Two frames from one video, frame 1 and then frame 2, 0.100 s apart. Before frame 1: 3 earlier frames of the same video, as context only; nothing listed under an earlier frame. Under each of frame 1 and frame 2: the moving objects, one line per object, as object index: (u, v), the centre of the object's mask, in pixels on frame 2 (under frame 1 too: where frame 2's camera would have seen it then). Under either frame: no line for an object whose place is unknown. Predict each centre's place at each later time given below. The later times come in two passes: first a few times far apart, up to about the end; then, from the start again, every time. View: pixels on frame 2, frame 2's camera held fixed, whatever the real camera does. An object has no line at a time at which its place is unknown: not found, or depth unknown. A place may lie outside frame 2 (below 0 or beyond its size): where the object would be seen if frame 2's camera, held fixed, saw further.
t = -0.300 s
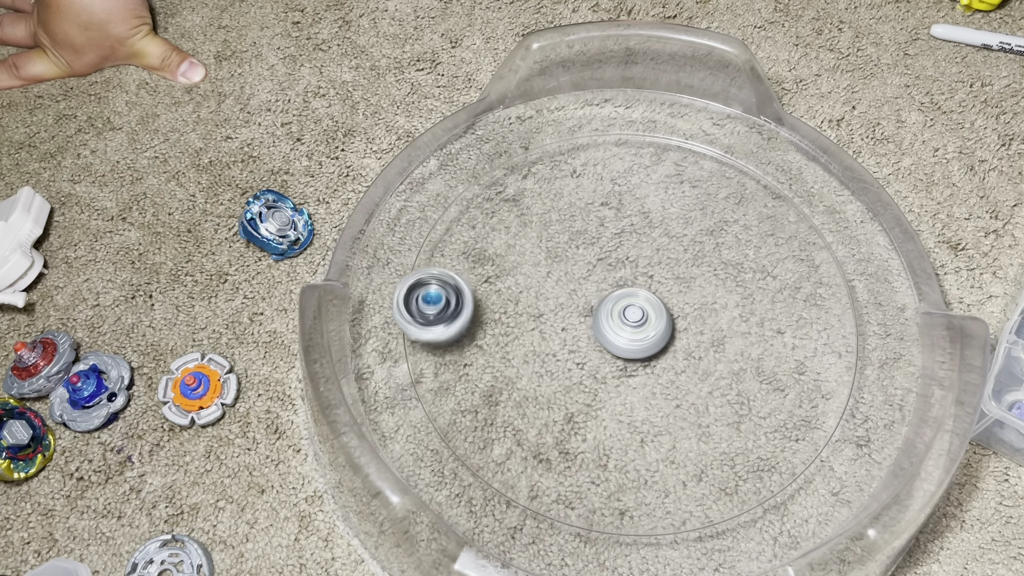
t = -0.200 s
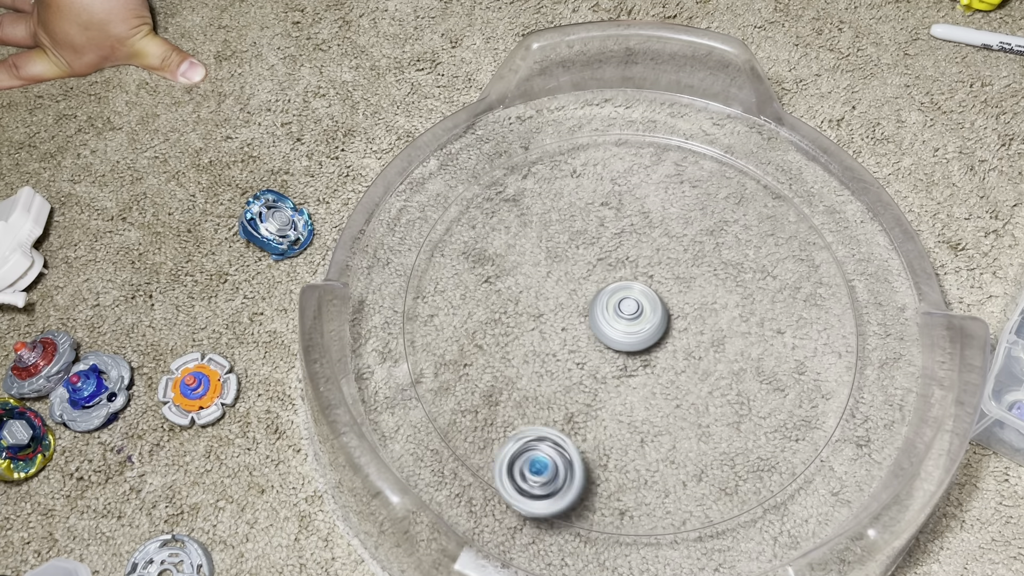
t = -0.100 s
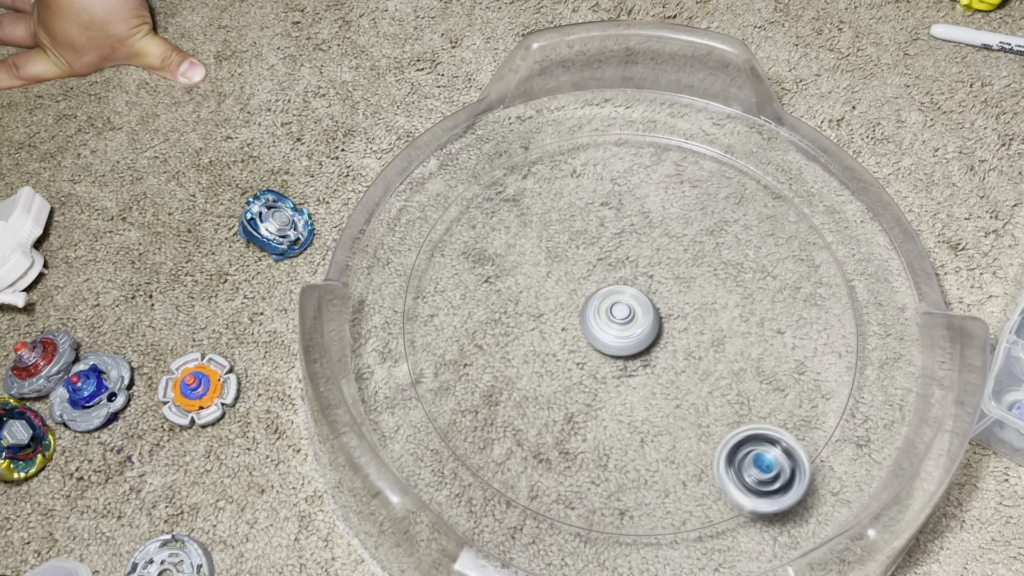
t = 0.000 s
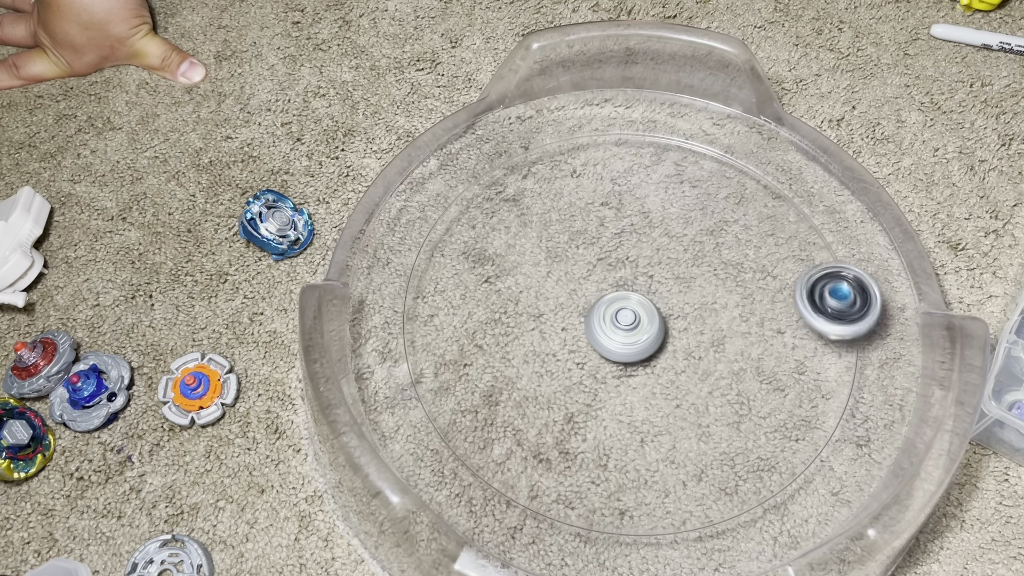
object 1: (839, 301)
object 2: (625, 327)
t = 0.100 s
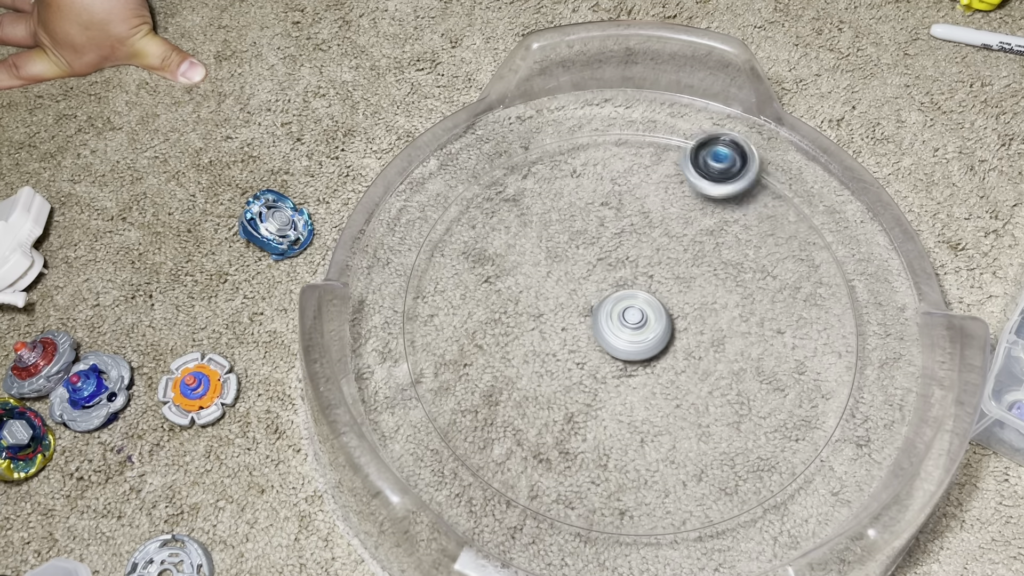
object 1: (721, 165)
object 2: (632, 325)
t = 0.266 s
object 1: (455, 249)
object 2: (626, 315)
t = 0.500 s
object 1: (759, 463)
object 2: (629, 328)
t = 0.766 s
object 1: (582, 158)
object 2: (623, 315)
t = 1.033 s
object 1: (643, 485)
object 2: (635, 324)
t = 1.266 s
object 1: (723, 183)
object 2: (620, 320)
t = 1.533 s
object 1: (507, 419)
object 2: (635, 322)
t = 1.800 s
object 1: (754, 216)
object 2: (621, 326)
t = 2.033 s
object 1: (476, 344)
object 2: (635, 320)
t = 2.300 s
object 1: (773, 265)
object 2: (621, 326)
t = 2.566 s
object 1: (502, 379)
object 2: (634, 316)
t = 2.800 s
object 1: (760, 272)
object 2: (620, 326)
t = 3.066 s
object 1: (512, 387)
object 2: (635, 317)
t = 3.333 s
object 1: (711, 221)
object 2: (622, 328)
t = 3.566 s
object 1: (524, 394)
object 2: (637, 319)
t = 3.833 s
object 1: (710, 219)
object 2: (619, 326)
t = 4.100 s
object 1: (573, 431)
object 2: (636, 321)
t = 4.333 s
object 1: (715, 224)
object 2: (618, 321)
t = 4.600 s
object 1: (555, 423)
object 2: (635, 324)
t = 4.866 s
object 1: (688, 208)
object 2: (619, 319)
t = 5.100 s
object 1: (524, 398)
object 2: (633, 327)
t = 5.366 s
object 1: (726, 227)
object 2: (623, 315)
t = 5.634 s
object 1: (530, 399)
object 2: (632, 328)
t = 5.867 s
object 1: (762, 267)
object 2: (627, 315)
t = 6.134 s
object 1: (495, 338)
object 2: (626, 328)
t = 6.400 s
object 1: (768, 290)
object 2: (630, 316)
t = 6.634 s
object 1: (497, 279)
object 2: (623, 326)
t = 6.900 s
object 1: (768, 351)
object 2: (633, 319)
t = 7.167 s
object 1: (508, 260)
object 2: (622, 325)
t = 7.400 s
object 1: (730, 409)
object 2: (634, 323)
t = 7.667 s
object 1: (558, 216)
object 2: (620, 319)
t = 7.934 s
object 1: (706, 424)
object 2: (632, 326)
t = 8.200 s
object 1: (579, 209)
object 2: (624, 316)
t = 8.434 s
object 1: (624, 436)
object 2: (626, 326)
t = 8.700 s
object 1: (650, 203)
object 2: (630, 318)
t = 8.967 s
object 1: (594, 426)
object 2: (624, 325)
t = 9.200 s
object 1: (720, 235)
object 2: (634, 320)
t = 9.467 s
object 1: (528, 380)
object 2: (621, 323)
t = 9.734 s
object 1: (737, 258)
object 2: (634, 324)
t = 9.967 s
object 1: (505, 312)
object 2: (622, 316)
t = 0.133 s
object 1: (659, 148)
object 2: (633, 323)
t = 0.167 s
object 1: (596, 148)
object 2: (633, 320)
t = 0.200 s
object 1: (538, 167)
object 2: (631, 318)
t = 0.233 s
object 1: (490, 201)
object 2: (629, 316)
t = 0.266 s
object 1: (455, 249)
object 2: (626, 315)
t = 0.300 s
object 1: (441, 307)
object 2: (622, 315)
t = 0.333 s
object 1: (450, 369)
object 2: (619, 318)
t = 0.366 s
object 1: (485, 424)
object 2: (619, 321)
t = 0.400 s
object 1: (543, 469)
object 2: (621, 324)
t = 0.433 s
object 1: (616, 493)
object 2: (623, 326)
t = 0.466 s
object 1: (692, 492)
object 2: (626, 327)
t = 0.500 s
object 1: (759, 463)
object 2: (629, 328)
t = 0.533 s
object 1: (806, 416)
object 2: (632, 326)
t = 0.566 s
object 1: (830, 357)
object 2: (633, 324)
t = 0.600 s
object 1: (826, 298)
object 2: (635, 322)
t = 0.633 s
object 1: (800, 243)
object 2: (634, 320)
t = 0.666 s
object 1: (758, 198)
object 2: (632, 317)
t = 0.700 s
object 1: (703, 169)
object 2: (630, 315)
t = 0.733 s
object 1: (642, 154)
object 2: (627, 315)
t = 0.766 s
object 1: (582, 158)
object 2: (623, 315)
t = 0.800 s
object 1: (527, 180)
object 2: (620, 318)
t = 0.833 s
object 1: (482, 218)
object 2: (620, 321)
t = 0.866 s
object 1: (454, 267)
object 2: (622, 324)
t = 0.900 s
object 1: (446, 325)
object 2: (624, 326)
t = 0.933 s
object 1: (464, 384)
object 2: (627, 328)
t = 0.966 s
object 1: (507, 435)
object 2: (629, 327)
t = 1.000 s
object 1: (570, 471)
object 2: (633, 326)
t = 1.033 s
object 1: (643, 485)
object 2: (635, 324)
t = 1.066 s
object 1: (715, 472)
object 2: (635, 322)
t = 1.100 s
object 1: (772, 436)
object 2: (634, 319)
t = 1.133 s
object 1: (807, 385)
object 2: (632, 317)
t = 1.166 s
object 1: (819, 325)
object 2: (629, 316)
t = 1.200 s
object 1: (804, 269)
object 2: (626, 315)
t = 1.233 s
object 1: (771, 219)
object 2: (622, 316)
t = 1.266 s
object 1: (723, 183)
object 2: (620, 320)
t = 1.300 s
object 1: (664, 162)
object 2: (621, 323)
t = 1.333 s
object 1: (604, 160)
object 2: (623, 326)
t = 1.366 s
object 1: (548, 176)
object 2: (625, 328)
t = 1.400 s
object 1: (500, 207)
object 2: (627, 329)
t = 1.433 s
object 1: (469, 253)
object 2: (630, 328)
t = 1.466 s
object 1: (456, 309)
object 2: (633, 327)
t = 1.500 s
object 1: (469, 366)
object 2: (635, 325)
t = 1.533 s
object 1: (507, 419)
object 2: (635, 322)
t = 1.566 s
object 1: (567, 457)
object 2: (634, 320)
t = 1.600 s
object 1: (637, 472)
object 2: (632, 317)
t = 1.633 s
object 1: (707, 460)
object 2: (629, 316)
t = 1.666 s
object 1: (764, 426)
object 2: (625, 315)
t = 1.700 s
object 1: (798, 375)
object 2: (621, 316)
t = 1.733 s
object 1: (807, 318)
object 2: (619, 320)
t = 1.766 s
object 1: (791, 262)
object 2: (620, 323)
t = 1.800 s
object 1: (754, 216)
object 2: (621, 326)
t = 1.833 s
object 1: (705, 185)
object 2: (623, 328)
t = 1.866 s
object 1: (645, 171)
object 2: (626, 329)
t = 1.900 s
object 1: (587, 174)
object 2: (629, 329)
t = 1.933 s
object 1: (535, 197)
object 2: (633, 328)
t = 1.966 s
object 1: (495, 237)
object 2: (635, 326)
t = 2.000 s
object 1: (474, 287)
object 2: (635, 323)
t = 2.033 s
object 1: (476, 344)
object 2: (635, 320)
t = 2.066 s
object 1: (505, 399)
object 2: (633, 317)
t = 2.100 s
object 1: (558, 439)
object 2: (630, 315)
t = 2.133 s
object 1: (625, 460)
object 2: (626, 314)
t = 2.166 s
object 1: (693, 453)
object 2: (622, 315)
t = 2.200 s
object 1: (749, 422)
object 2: (619, 317)
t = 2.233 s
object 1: (783, 374)
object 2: (618, 320)
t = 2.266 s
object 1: (791, 318)
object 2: (619, 324)
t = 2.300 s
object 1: (773, 265)
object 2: (621, 326)
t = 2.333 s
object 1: (734, 222)
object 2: (623, 328)
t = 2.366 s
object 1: (683, 196)
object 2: (627, 329)
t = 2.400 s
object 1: (626, 187)
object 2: (630, 329)
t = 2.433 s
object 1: (570, 199)
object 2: (633, 328)
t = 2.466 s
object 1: (523, 227)
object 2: (635, 325)
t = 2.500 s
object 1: (492, 272)
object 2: (635, 322)
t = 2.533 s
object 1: (485, 325)
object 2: (635, 319)
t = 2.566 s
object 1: (502, 379)
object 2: (634, 316)
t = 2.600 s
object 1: (545, 424)
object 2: (631, 315)
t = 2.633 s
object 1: (608, 449)
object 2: (627, 314)
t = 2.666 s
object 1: (675, 449)
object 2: (623, 314)
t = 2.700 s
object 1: (732, 422)
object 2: (619, 316)
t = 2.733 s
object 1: (767, 377)
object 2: (618, 320)
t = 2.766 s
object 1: (777, 324)
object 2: (619, 323)
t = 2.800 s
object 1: (760, 272)
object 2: (620, 326)
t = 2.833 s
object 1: (724, 231)
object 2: (623, 328)
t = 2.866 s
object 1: (674, 204)
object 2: (626, 329)
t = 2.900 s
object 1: (618, 197)
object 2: (630, 330)
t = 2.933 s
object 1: (563, 208)
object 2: (634, 328)
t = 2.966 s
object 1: (519, 238)
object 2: (636, 326)
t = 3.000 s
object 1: (492, 283)
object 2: (637, 323)
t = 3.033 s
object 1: (489, 335)
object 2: (637, 320)
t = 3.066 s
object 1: (512, 387)
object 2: (635, 317)
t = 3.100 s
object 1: (560, 427)
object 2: (633, 315)
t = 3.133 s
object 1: (624, 447)
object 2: (629, 313)
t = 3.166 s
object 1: (687, 440)
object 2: (625, 313)
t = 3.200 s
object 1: (740, 409)
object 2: (621, 315)
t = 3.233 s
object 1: (769, 361)
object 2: (618, 318)
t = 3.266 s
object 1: (772, 308)
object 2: (618, 322)
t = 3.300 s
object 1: (751, 258)
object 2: (620, 325)
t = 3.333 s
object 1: (711, 221)
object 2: (622, 328)
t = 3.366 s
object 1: (660, 200)
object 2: (625, 330)
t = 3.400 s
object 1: (605, 197)
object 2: (629, 331)
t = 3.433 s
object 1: (552, 213)
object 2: (632, 330)
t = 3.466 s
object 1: (514, 246)
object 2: (635, 328)
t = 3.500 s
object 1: (494, 292)
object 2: (637, 326)
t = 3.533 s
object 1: (496, 344)
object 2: (638, 323)
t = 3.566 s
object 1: (524, 394)
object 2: (637, 319)
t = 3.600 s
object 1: (574, 429)
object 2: (635, 317)
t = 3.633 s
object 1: (638, 445)
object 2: (632, 315)
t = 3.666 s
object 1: (699, 433)
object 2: (628, 313)
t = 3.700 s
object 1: (748, 400)
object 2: (624, 313)
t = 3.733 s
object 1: (774, 353)
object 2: (620, 315)
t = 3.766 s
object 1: (773, 300)
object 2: (618, 319)
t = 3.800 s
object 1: (750, 254)
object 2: (618, 323)
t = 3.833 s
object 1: (710, 219)
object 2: (619, 326)
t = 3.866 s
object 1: (659, 199)
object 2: (621, 328)
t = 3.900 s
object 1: (604, 197)
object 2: (624, 330)
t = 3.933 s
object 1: (553, 215)
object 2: (628, 331)
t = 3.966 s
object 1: (515, 248)
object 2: (631, 330)
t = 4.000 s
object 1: (496, 294)
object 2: (634, 329)
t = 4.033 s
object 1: (498, 345)
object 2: (636, 327)
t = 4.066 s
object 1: (526, 395)
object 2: (637, 324)
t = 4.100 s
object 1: (573, 431)
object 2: (636, 321)
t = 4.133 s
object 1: (636, 446)
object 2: (635, 318)
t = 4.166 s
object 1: (698, 437)
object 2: (632, 315)
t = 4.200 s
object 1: (746, 405)
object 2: (629, 314)
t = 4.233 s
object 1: (773, 359)
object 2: (625, 313)
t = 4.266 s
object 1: (774, 308)
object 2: (621, 314)
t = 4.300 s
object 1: (753, 261)
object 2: (618, 317)
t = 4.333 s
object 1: (715, 224)
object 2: (618, 321)
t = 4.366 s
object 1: (665, 203)
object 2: (619, 324)
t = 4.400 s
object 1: (612, 198)
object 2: (620, 326)
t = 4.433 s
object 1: (560, 211)
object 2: (623, 328)
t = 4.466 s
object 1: (520, 242)
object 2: (625, 329)
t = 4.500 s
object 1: (496, 284)
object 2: (629, 329)
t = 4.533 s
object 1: (492, 334)
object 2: (632, 328)
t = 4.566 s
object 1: (512, 383)
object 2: (634, 326)
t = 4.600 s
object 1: (555, 423)
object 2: (635, 324)
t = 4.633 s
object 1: (613, 445)
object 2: (635, 322)
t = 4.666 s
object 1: (676, 444)
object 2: (634, 319)
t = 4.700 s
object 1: (729, 419)
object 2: (633, 317)
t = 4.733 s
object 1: (763, 377)
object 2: (630, 315)
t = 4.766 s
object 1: (775, 327)
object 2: (627, 314)
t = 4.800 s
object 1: (763, 279)
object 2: (623, 314)
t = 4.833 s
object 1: (733, 236)
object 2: (620, 316)
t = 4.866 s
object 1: (688, 208)
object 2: (619, 319)
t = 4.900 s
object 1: (636, 194)
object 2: (619, 322)
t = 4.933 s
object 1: (584, 199)
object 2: (621, 325)
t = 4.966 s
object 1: (538, 221)
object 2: (623, 327)
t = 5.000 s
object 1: (504, 256)
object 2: (625, 328)
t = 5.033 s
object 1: (489, 301)
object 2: (628, 329)
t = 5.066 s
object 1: (494, 352)
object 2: (631, 328)
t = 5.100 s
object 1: (524, 398)
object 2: (633, 327)
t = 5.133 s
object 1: (572, 431)
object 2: (635, 325)
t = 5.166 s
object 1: (634, 444)
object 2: (635, 322)
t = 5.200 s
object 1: (692, 436)
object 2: (635, 320)
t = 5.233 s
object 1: (742, 405)
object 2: (634, 318)
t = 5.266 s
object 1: (769, 363)
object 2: (632, 316)
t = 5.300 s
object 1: (775, 312)
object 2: (629, 315)
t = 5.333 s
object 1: (759, 265)
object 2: (626, 315)
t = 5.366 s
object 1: (726, 227)
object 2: (623, 315)
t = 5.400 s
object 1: (680, 202)
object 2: (620, 318)
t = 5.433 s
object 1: (629, 192)
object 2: (620, 321)
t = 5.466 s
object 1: (577, 199)
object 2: (621, 324)
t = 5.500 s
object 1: (534, 223)
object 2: (622, 326)
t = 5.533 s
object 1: (504, 260)
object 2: (624, 328)
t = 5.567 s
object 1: (491, 306)
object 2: (626, 328)
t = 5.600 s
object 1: (499, 356)
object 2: (629, 328)
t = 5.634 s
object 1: (530, 399)
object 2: (632, 328)
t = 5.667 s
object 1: (578, 431)
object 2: (634, 326)
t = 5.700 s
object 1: (637, 445)
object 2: (635, 324)
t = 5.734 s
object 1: (696, 435)
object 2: (635, 322)
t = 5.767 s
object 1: (744, 405)
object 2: (634, 320)
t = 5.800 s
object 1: (771, 364)
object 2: (633, 318)
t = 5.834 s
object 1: (777, 313)
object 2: (630, 316)
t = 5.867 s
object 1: (762, 267)
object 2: (627, 315)
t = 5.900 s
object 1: (728, 229)
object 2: (624, 315)
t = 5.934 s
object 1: (684, 205)
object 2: (621, 317)
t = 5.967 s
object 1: (633, 195)
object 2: (620, 320)
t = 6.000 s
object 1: (583, 201)
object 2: (620, 323)
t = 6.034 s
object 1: (549, 216)
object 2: (621, 324)
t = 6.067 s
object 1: (515, 248)
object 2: (622, 326)
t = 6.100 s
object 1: (495, 291)
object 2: (624, 327)
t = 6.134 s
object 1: (495, 338)
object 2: (626, 328)
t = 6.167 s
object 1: (516, 385)
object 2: (629, 328)
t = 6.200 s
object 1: (558, 422)
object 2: (631, 327)
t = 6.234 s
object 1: (612, 443)
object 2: (633, 326)
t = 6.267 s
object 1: (671, 442)
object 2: (634, 324)
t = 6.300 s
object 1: (724, 420)
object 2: (634, 322)
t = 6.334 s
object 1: (760, 383)
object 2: (634, 320)
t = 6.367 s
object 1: (775, 337)
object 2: (632, 317)
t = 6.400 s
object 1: (768, 290)
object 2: (630, 316)
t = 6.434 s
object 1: (742, 248)
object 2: (626, 315)
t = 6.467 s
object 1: (702, 216)
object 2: (623, 315)
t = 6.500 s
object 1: (655, 199)
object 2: (621, 317)
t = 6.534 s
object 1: (605, 197)
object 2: (620, 319)
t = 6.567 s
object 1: (559, 211)
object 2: (620, 322)
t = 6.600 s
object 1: (520, 239)
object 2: (621, 324)
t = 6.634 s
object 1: (497, 279)
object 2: (623, 326)
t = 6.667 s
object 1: (491, 325)
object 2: (625, 327)
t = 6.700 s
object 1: (507, 371)
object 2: (627, 328)
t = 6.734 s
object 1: (543, 410)
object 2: (629, 327)
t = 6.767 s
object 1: (594, 436)
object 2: (632, 326)
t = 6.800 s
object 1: (651, 442)
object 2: (633, 325)
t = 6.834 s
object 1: (705, 427)
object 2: (634, 323)
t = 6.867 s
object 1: (746, 394)
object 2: (634, 321)
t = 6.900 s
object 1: (768, 351)
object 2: (633, 319)
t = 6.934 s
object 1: (769, 303)
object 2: (632, 317)
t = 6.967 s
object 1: (751, 260)
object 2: (629, 315)
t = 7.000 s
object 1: (717, 225)
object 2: (626, 315)
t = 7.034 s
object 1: (674, 203)
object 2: (624, 315)
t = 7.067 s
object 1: (624, 195)
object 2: (621, 317)
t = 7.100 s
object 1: (577, 202)
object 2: (620, 320)
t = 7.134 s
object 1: (536, 225)
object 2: (620, 322)
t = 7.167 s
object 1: (508, 260)
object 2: (622, 325)
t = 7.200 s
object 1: (494, 304)
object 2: (624, 326)
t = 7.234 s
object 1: (501, 351)
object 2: (625, 327)
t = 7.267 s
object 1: (528, 393)
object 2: (628, 328)
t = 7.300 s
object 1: (572, 425)
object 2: (630, 327)
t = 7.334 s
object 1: (627, 440)
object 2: (632, 327)
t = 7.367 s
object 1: (684, 434)
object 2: (633, 325)
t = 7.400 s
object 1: (730, 409)
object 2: (634, 323)
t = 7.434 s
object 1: (762, 370)
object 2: (635, 321)
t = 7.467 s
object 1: (773, 325)
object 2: (634, 319)
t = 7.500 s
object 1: (763, 280)
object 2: (632, 318)
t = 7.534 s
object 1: (736, 241)
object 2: (630, 316)
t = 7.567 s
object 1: (697, 214)
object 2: (627, 315)
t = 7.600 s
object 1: (650, 199)
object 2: (625, 315)
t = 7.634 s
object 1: (602, 201)
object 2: (622, 317)
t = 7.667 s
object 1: (558, 216)
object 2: (620, 319)
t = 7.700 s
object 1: (523, 245)
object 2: (620, 322)
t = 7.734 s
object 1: (502, 284)
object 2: (622, 324)
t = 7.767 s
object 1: (499, 329)
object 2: (623, 326)
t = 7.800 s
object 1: (515, 373)
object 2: (624, 327)
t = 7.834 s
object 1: (550, 411)
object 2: (627, 327)
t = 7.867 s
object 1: (600, 434)
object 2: (629, 328)
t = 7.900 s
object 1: (655, 439)
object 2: (631, 327)
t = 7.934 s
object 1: (706, 424)
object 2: (632, 326)
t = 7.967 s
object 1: (746, 393)
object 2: (633, 324)
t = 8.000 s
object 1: (766, 350)
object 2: (634, 322)
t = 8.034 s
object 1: (767, 305)
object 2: (633, 321)
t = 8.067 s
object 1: (748, 262)
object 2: (632, 319)
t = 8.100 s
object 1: (714, 229)
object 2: (631, 317)
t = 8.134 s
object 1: (672, 209)
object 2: (628, 316)
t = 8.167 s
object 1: (625, 202)
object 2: (626, 316)
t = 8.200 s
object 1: (579, 209)
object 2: (624, 316)
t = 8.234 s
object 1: (539, 231)
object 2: (622, 317)
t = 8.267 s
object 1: (511, 264)
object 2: (621, 320)
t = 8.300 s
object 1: (498, 305)
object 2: (621, 322)
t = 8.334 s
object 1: (503, 349)
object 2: (622, 323)
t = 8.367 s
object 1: (528, 390)
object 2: (623, 324)
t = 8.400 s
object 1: (571, 421)
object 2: (624, 325)
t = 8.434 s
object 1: (624, 436)
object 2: (626, 326)
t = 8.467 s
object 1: (678, 431)
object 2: (627, 326)
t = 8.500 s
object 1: (723, 407)
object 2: (629, 326)
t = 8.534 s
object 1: (753, 370)
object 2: (630, 325)
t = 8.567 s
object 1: (764, 328)
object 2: (632, 324)
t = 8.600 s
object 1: (757, 284)
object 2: (632, 322)
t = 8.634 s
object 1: (732, 246)
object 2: (632, 321)
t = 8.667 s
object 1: (695, 218)
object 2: (632, 319)
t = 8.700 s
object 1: (650, 203)
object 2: (630, 318)
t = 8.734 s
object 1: (604, 202)
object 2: (628, 317)
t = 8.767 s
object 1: (560, 216)
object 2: (626, 316)
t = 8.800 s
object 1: (525, 243)
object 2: (624, 316)
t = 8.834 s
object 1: (505, 279)
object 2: (621, 318)
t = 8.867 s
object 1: (501, 322)
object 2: (621, 320)
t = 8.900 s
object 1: (515, 366)
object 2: (621, 322)
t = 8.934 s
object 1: (547, 402)
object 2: (623, 323)
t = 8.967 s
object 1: (594, 426)
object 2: (624, 325)
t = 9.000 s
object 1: (647, 432)
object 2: (626, 326)
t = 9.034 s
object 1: (697, 420)
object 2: (628, 327)
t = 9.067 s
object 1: (736, 393)
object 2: (630, 326)
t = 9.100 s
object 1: (761, 354)
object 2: (632, 325)
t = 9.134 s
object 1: (764, 310)
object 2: (633, 324)
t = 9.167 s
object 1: (750, 270)
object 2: (634, 322)
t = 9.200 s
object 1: (720, 235)
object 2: (634, 320)
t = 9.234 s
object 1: (679, 213)
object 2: (633, 318)
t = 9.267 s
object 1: (635, 205)
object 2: (630, 317)
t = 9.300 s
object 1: (590, 209)
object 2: (628, 316)
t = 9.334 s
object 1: (550, 227)
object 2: (626, 315)
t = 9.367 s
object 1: (522, 258)
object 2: (623, 316)
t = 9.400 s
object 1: (506, 296)
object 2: (621, 318)
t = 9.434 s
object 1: (507, 339)
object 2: (620, 321)
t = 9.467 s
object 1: (528, 380)
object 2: (621, 323)
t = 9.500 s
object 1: (565, 412)
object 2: (622, 325)
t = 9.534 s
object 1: (613, 431)
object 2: (624, 326)
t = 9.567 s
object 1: (667, 431)
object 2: (625, 327)
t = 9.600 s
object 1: (711, 412)
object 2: (627, 328)
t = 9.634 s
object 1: (745, 381)
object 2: (629, 327)
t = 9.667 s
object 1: (760, 339)
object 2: (631, 327)
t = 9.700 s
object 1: (757, 298)
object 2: (633, 326)
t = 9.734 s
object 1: (737, 258)
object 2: (634, 324)
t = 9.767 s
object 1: (704, 230)
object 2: (634, 322)
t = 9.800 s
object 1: (662, 212)
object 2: (634, 320)
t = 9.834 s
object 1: (617, 208)
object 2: (633, 318)
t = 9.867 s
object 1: (575, 217)
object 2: (630, 317)
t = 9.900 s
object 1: (538, 239)
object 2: (628, 316)
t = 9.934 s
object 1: (514, 272)
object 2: (625, 315)
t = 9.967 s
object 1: (505, 312)
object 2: (622, 316)
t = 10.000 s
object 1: (513, 354)
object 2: (620, 319)
